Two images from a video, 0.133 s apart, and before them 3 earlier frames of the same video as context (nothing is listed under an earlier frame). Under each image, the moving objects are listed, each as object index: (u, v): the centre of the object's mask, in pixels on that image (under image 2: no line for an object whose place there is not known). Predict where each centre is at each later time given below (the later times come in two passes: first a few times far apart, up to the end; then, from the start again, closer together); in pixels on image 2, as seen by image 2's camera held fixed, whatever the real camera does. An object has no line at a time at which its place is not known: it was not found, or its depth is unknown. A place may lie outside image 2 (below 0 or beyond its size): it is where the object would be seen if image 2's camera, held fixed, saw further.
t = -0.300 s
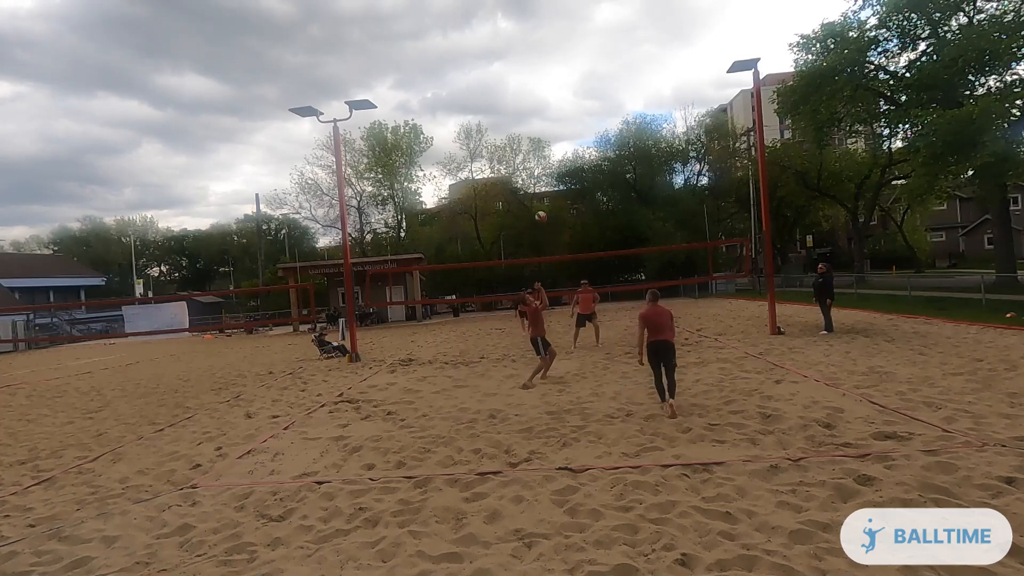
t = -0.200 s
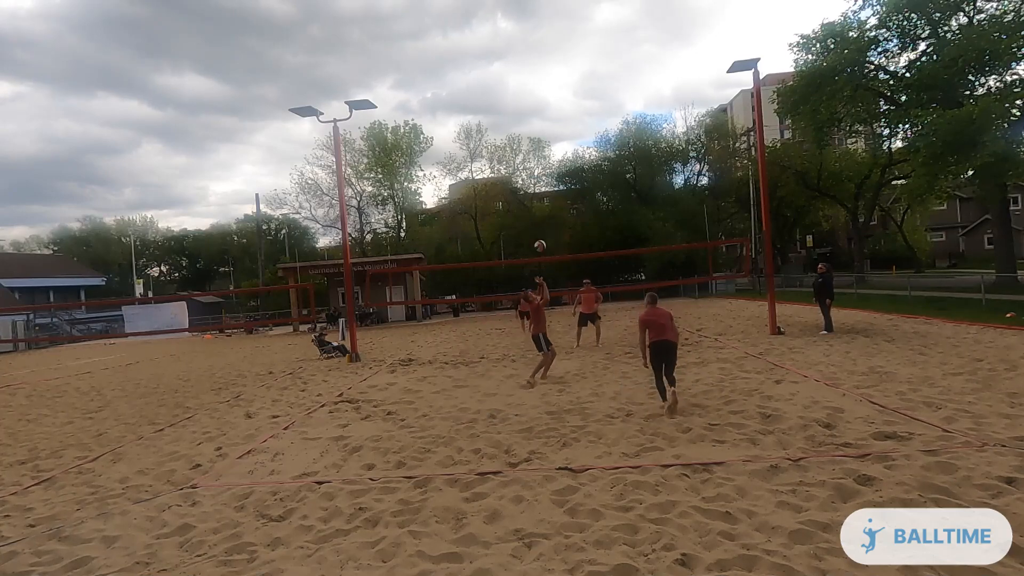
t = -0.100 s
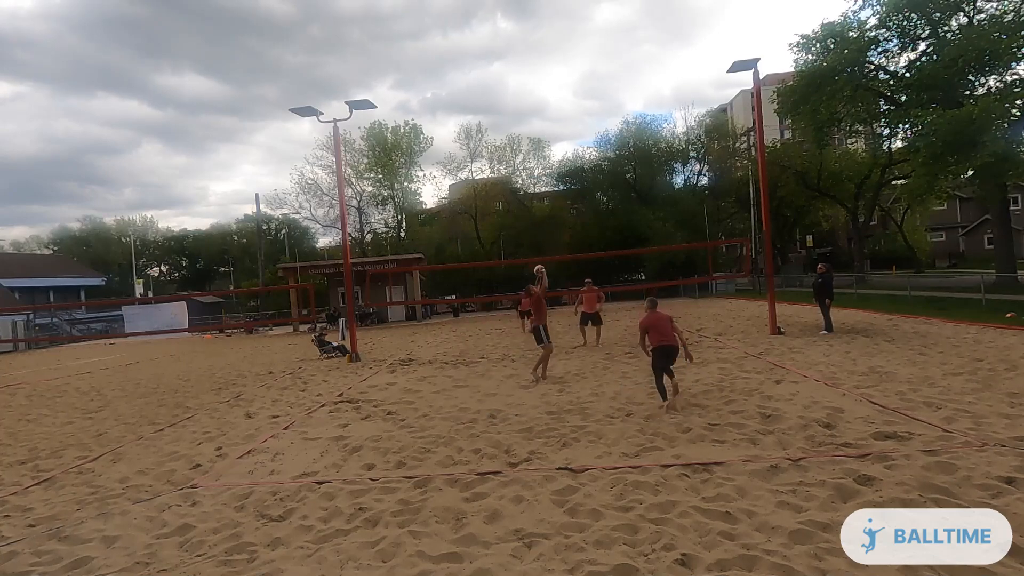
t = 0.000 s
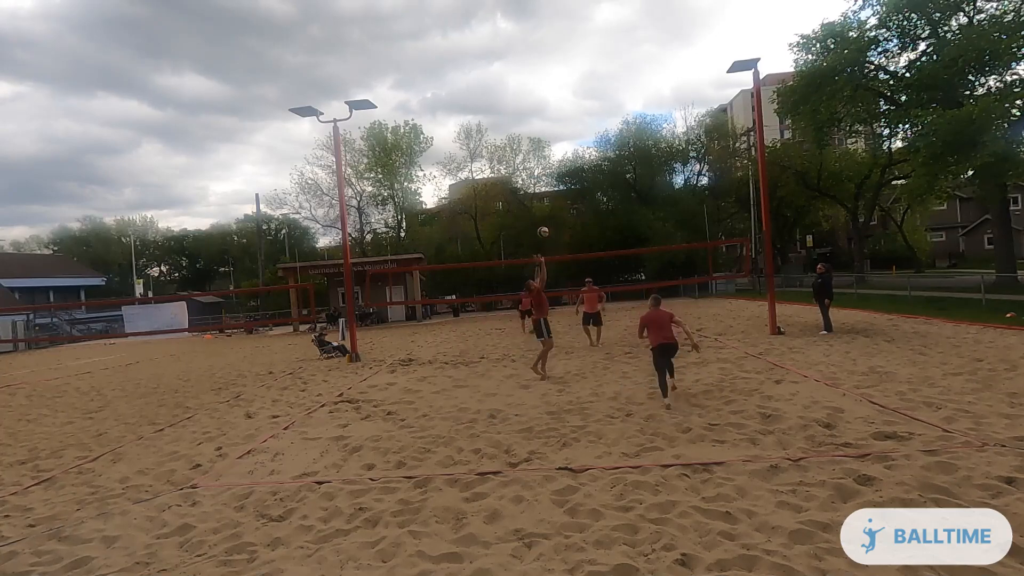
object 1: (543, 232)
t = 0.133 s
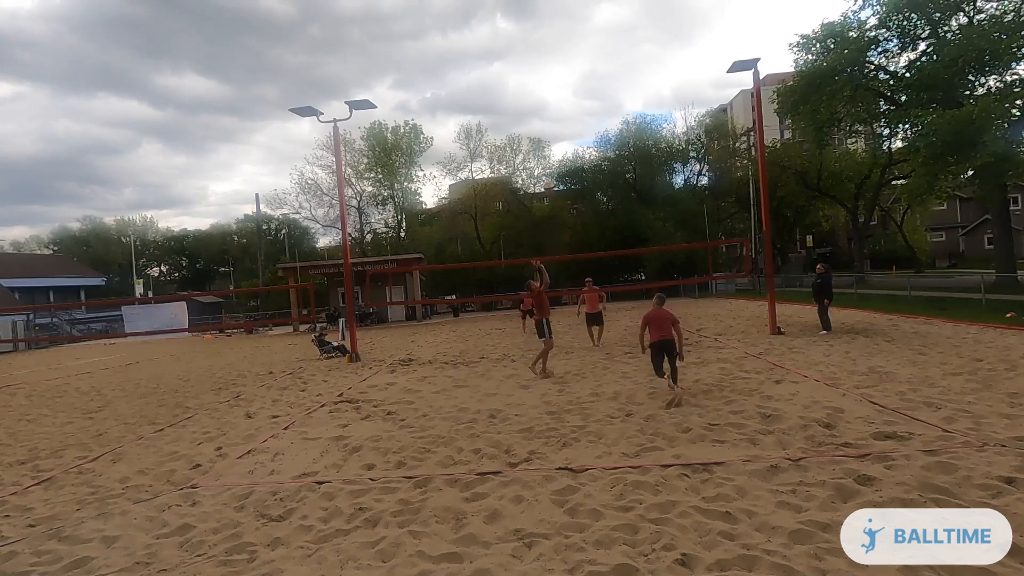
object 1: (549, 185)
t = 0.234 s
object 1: (552, 160)
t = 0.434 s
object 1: (561, 124)
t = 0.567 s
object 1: (567, 111)
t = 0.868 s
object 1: (582, 112)
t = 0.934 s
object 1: (585, 118)
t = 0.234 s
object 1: (552, 160)
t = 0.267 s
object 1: (553, 152)
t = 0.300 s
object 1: (555, 146)
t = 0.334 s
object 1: (556, 139)
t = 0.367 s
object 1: (558, 134)
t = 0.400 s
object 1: (559, 128)
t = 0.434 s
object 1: (561, 124)
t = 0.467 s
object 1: (562, 120)
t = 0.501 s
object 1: (564, 116)
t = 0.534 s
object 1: (565, 113)
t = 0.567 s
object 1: (567, 111)
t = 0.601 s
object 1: (568, 109)
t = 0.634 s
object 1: (570, 108)
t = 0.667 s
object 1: (572, 107)
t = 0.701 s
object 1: (573, 107)
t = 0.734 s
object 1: (575, 107)
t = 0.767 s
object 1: (577, 107)
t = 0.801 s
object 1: (578, 109)
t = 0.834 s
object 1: (580, 110)
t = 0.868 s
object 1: (582, 112)
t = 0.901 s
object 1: (583, 115)
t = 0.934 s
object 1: (585, 118)
